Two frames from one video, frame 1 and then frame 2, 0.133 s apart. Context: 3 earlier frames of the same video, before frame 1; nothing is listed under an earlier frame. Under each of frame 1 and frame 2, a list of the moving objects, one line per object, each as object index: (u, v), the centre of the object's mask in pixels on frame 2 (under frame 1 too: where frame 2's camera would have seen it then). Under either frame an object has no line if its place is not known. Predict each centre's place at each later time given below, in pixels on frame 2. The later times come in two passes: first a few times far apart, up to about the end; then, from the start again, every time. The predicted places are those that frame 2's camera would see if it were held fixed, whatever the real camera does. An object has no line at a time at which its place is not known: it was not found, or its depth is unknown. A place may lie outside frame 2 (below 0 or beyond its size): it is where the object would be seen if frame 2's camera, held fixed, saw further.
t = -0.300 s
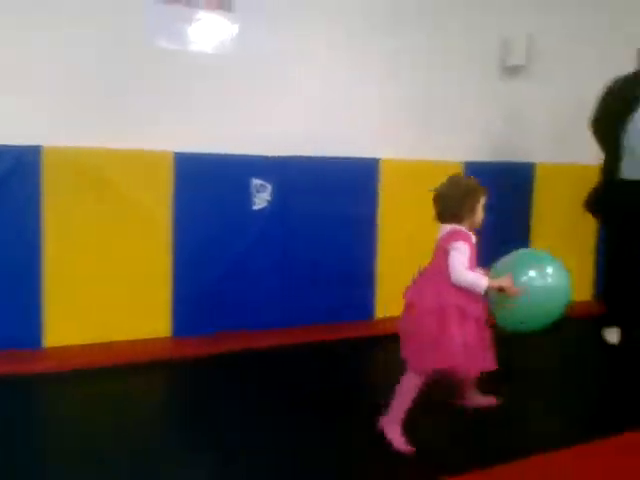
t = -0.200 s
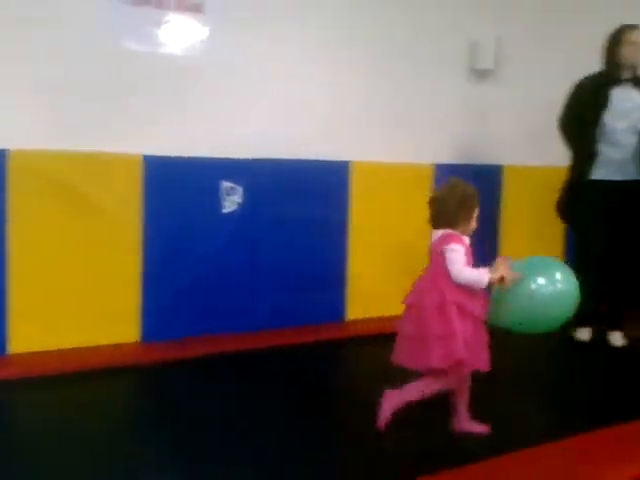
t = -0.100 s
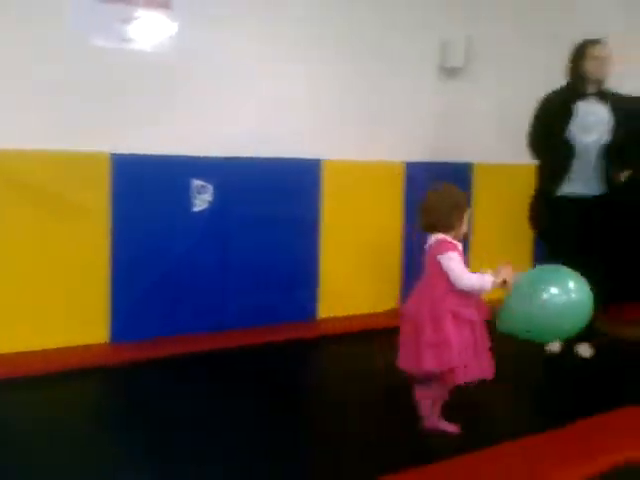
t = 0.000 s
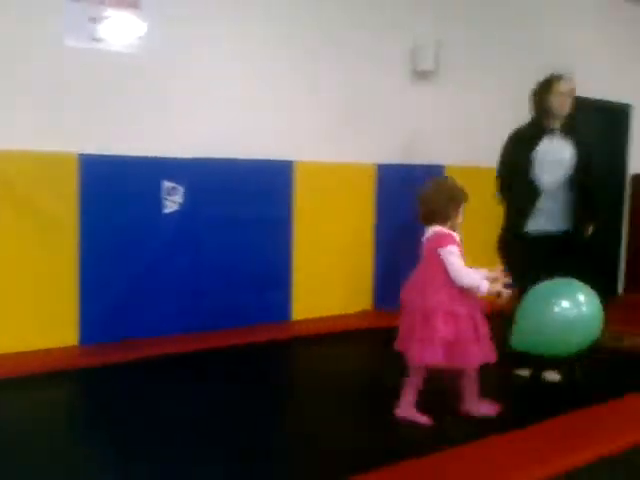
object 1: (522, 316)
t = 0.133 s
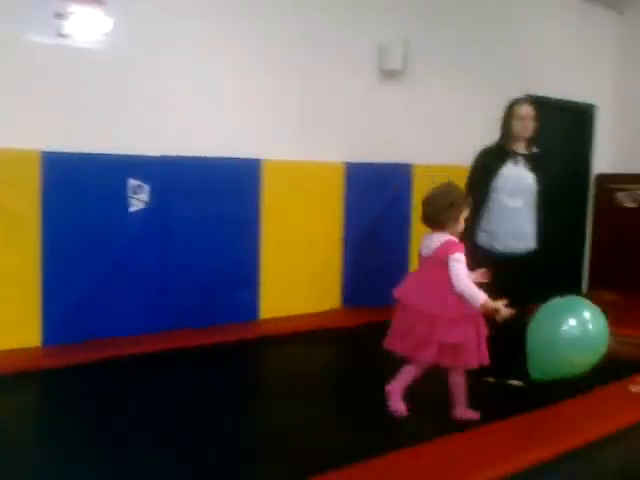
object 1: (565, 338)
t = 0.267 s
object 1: (599, 366)
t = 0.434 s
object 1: (637, 384)
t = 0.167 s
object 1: (574, 346)
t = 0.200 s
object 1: (583, 352)
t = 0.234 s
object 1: (590, 361)
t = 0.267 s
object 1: (599, 366)
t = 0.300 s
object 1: (607, 372)
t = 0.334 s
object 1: (615, 377)
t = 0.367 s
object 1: (622, 382)
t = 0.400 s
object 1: (630, 384)
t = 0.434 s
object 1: (637, 384)
